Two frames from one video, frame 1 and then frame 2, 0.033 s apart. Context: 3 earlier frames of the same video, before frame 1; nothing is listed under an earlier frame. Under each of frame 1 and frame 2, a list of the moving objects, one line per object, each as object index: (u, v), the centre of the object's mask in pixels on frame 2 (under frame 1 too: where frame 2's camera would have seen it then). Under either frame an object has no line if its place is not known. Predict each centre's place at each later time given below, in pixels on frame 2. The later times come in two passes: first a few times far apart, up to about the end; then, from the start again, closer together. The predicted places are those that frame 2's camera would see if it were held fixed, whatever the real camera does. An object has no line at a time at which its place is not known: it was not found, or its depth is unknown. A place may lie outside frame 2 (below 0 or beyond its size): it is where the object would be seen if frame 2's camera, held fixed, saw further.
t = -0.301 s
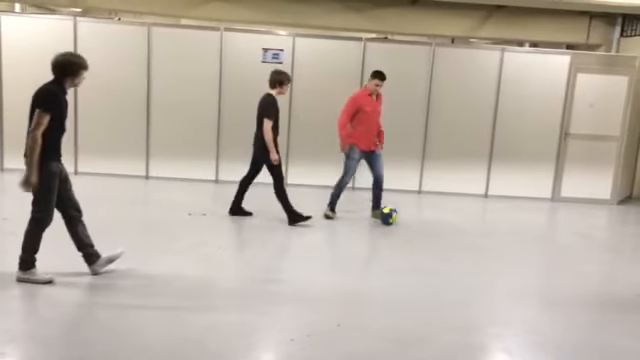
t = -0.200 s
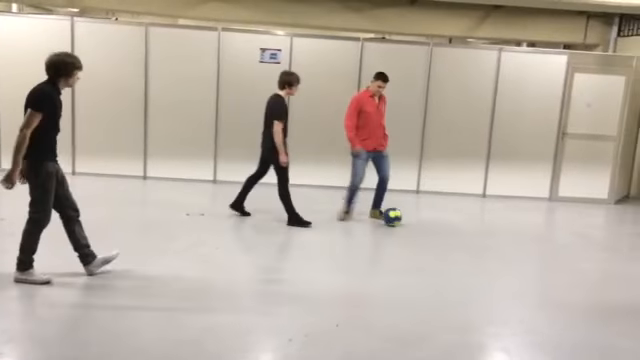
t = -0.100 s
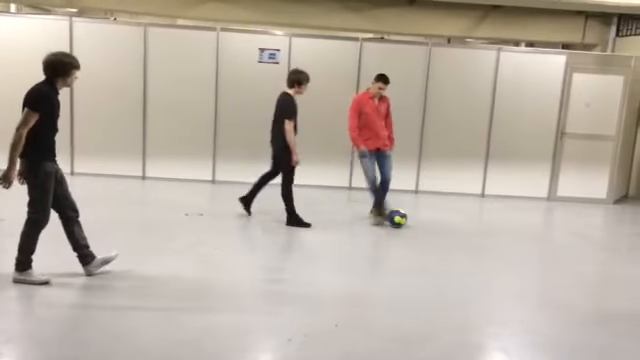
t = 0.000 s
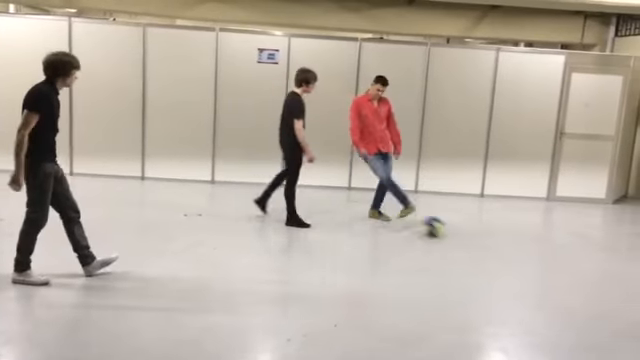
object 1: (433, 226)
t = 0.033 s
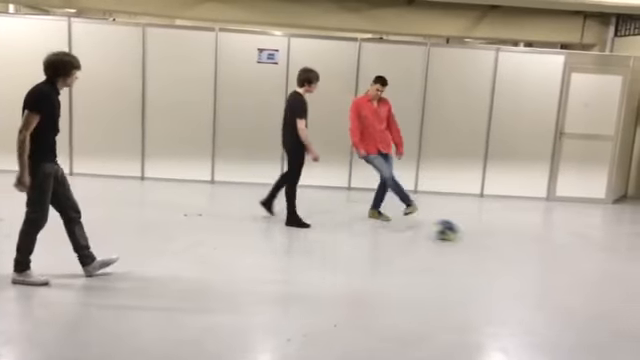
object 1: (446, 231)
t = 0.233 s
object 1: (526, 248)
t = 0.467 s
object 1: (623, 271)
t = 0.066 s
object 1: (460, 233)
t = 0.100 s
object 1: (473, 237)
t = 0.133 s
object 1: (486, 241)
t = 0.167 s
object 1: (501, 243)
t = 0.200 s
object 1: (513, 246)
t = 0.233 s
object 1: (526, 248)
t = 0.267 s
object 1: (540, 252)
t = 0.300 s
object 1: (553, 255)
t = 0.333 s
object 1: (566, 258)
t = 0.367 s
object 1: (581, 261)
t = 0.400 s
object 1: (594, 264)
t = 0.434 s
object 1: (609, 268)
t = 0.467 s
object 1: (623, 271)
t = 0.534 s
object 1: (647, 277)
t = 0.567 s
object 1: (660, 280)
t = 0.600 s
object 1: (679, 284)
